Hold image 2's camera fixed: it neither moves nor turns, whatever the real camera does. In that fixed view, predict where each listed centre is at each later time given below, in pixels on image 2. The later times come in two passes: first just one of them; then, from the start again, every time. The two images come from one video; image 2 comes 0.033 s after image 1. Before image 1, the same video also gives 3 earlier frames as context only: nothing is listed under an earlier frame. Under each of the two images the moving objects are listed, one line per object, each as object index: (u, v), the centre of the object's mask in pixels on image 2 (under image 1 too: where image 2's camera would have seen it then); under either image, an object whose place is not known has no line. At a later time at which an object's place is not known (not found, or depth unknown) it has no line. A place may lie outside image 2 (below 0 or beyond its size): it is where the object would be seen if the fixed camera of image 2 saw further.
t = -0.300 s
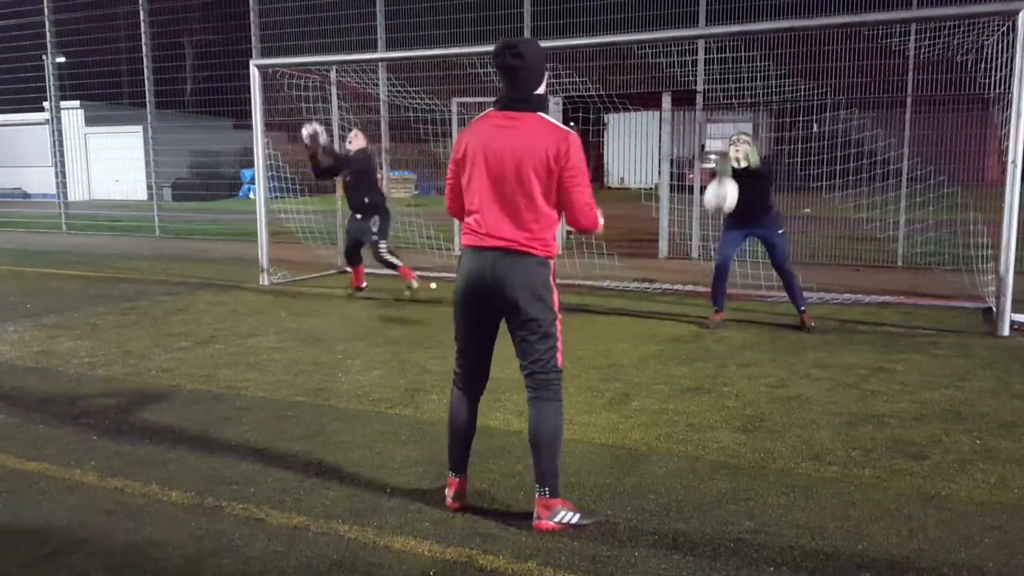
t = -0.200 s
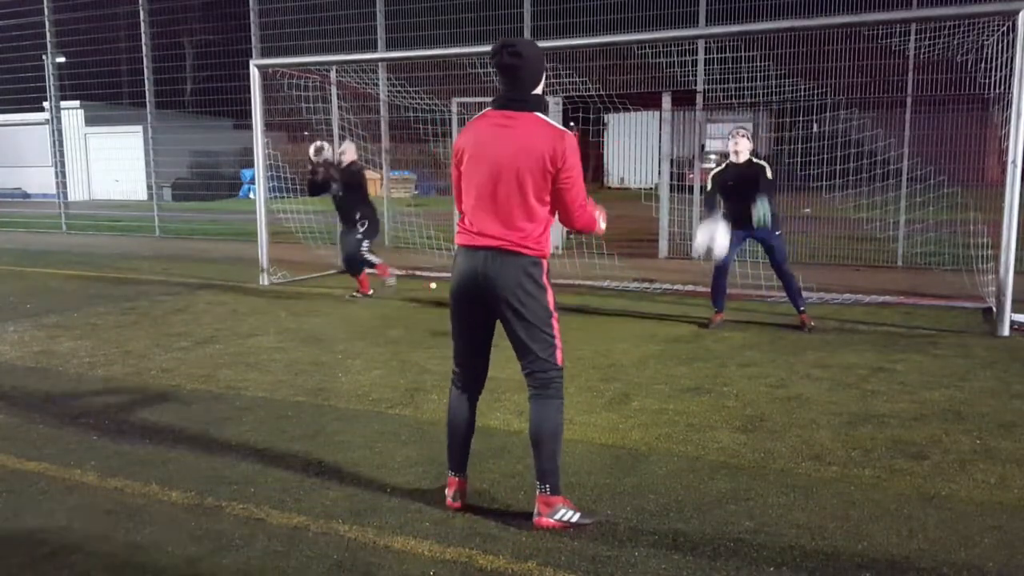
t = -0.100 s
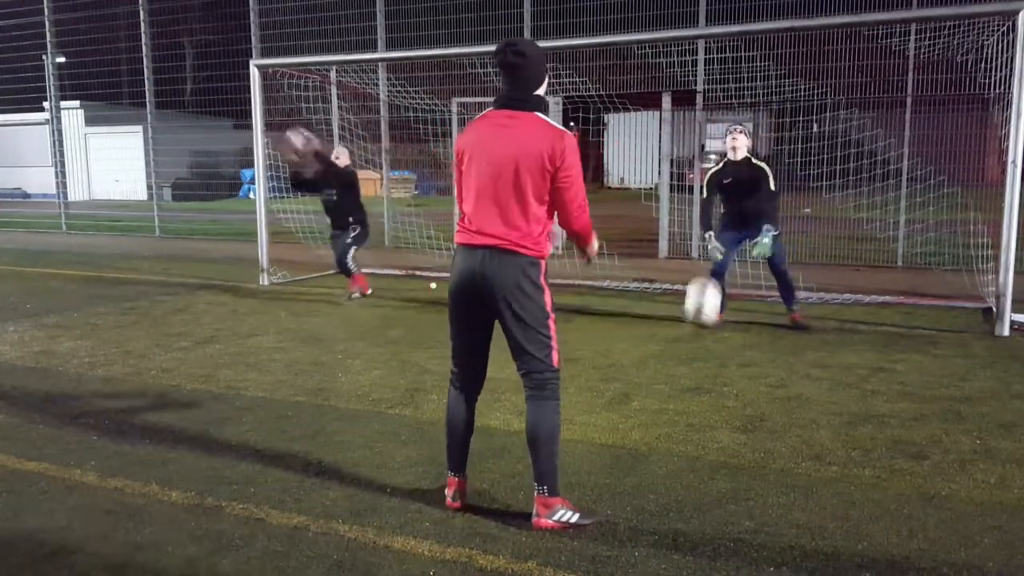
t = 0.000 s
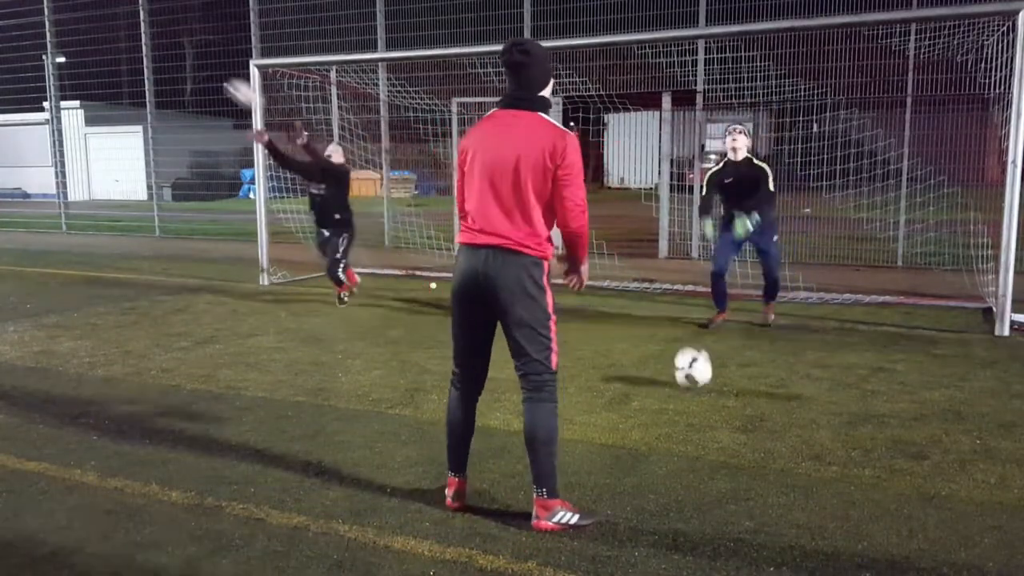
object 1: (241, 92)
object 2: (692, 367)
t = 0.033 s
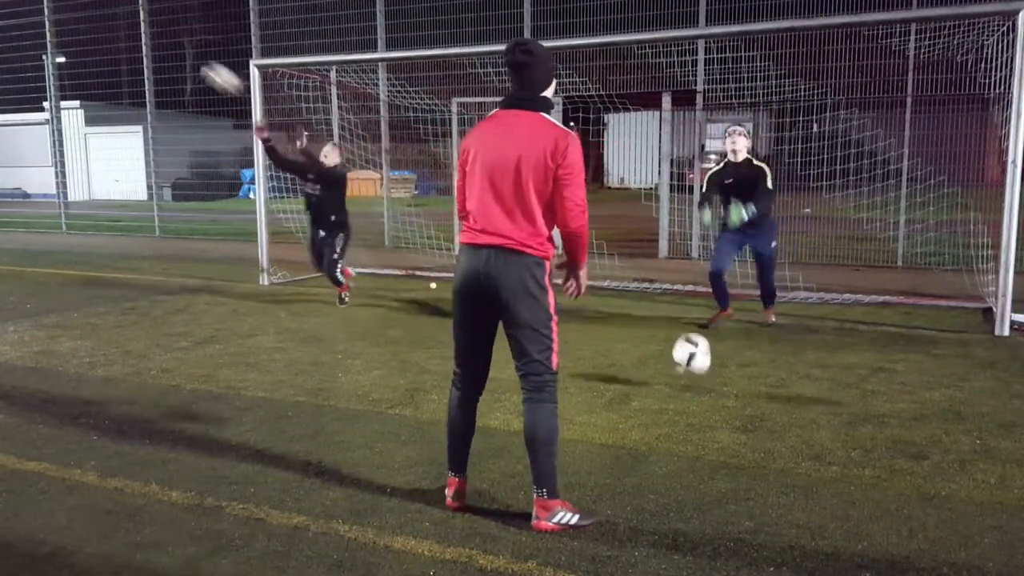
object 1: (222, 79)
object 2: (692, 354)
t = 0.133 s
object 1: (151, 34)
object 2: (687, 320)
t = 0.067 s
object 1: (199, 63)
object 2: (690, 342)
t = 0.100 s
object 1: (176, 49)
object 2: (689, 331)
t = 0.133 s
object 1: (151, 34)
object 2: (687, 320)
